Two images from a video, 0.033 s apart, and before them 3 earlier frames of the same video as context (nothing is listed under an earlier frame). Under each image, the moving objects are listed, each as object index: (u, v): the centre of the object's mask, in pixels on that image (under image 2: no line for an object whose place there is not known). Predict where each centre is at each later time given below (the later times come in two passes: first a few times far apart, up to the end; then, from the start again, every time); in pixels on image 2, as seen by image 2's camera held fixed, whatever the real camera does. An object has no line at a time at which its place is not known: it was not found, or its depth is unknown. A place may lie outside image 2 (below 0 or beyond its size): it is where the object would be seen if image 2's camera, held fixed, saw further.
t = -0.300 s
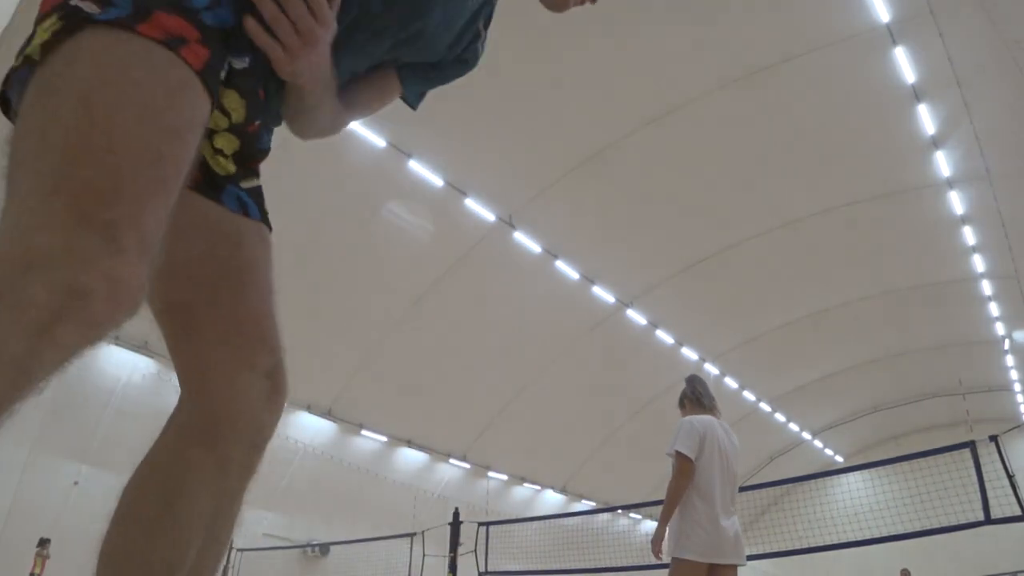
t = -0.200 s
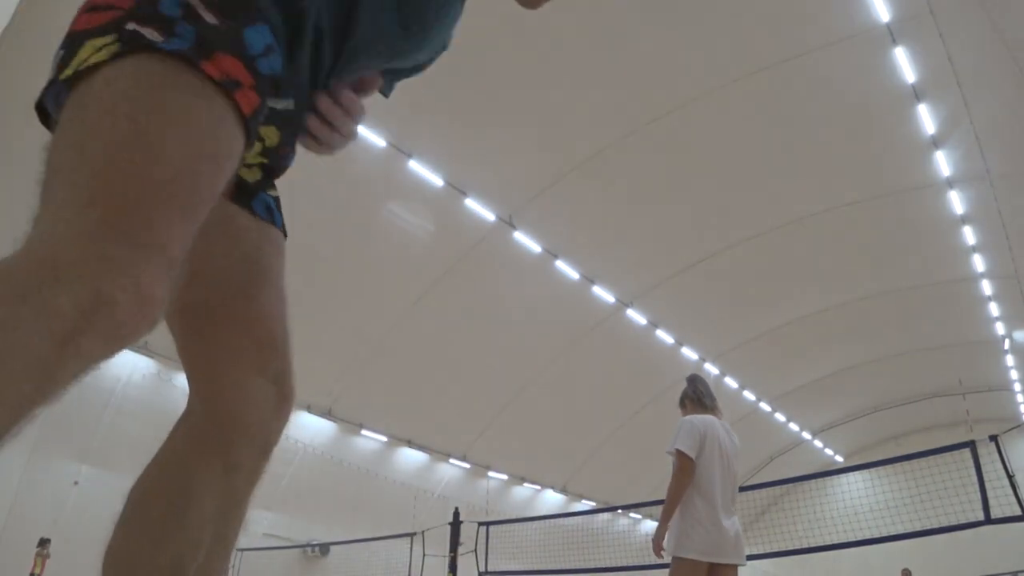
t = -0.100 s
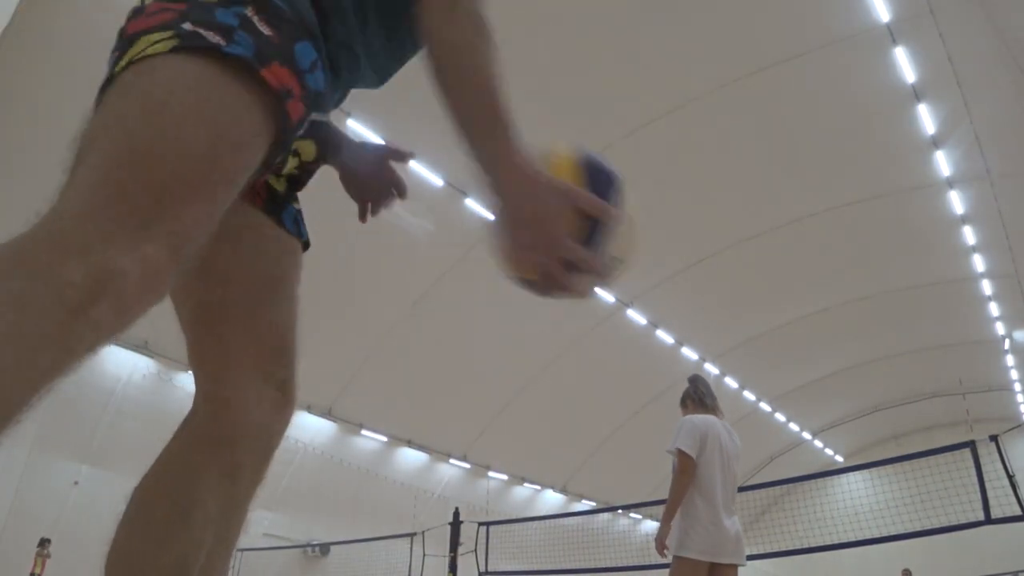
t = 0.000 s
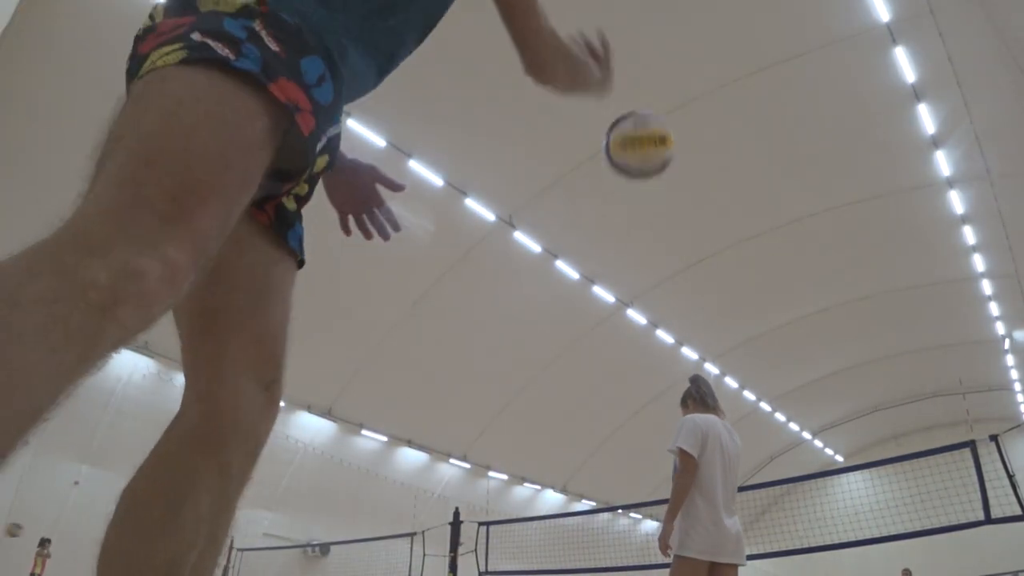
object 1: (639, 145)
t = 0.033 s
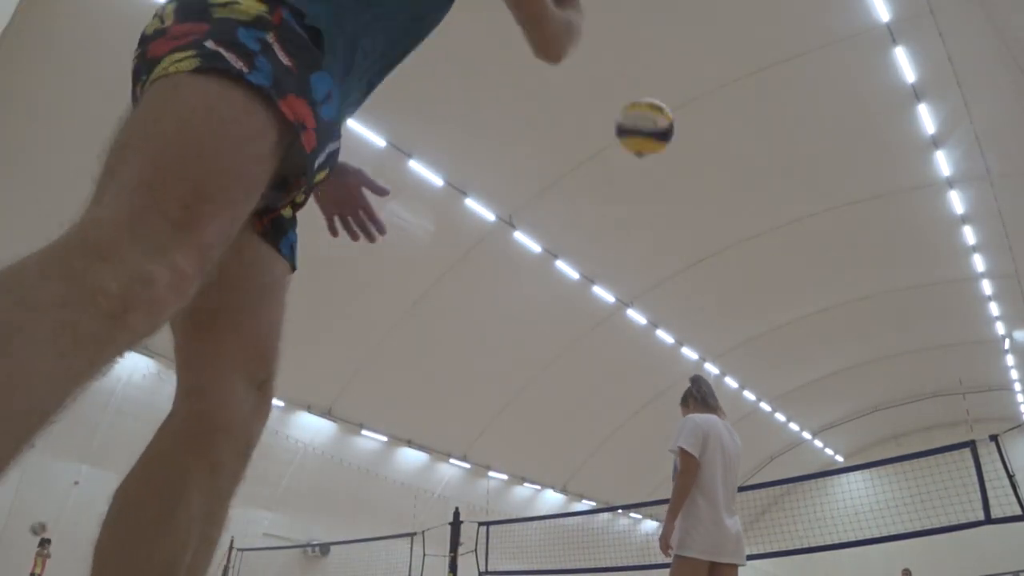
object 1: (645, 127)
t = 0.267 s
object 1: (664, 109)
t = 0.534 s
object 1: (678, 151)
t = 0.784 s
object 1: (692, 209)
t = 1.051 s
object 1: (705, 286)
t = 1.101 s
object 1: (708, 302)
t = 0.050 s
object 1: (648, 121)
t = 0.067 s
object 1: (649, 116)
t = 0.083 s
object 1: (650, 112)
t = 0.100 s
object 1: (652, 109)
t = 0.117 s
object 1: (654, 107)
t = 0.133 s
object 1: (655, 106)
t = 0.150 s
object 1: (656, 106)
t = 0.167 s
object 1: (657, 105)
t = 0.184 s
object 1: (658, 105)
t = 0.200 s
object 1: (659, 105)
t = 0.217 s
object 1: (660, 106)
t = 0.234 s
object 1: (661, 107)
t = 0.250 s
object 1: (663, 107)
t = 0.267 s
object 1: (664, 109)
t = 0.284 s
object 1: (665, 112)
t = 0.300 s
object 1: (665, 114)
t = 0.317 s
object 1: (667, 115)
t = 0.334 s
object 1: (668, 116)
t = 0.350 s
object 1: (669, 117)
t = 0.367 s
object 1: (670, 120)
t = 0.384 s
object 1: (671, 124)
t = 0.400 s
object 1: (671, 126)
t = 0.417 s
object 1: (671, 128)
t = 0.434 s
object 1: (672, 131)
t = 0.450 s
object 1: (673, 133)
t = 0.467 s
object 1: (674, 138)
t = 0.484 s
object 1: (675, 141)
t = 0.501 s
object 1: (677, 143)
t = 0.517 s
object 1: (678, 147)
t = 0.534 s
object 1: (678, 151)
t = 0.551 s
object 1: (680, 154)
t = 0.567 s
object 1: (681, 157)
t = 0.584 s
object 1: (682, 160)
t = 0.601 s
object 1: (683, 163)
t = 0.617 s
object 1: (683, 167)
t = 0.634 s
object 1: (684, 172)
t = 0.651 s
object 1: (685, 175)
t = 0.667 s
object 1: (685, 178)
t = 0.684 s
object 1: (686, 183)
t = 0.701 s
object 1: (687, 188)
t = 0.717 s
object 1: (687, 191)
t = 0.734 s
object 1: (689, 196)
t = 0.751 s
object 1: (690, 200)
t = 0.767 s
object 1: (691, 205)
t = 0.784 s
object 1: (692, 209)
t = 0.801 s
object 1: (693, 213)
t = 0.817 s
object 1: (694, 217)
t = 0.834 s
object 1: (695, 222)
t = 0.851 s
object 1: (696, 226)
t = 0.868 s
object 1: (697, 231)
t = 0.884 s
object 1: (697, 236)
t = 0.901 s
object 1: (698, 240)
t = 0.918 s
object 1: (698, 244)
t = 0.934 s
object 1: (699, 250)
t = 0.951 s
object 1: (700, 256)
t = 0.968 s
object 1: (700, 260)
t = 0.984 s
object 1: (702, 266)
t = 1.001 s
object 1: (703, 272)
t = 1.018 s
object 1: (704, 277)
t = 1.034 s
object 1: (704, 282)
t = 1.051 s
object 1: (705, 286)
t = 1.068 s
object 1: (706, 292)
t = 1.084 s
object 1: (707, 297)
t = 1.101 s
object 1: (708, 302)
